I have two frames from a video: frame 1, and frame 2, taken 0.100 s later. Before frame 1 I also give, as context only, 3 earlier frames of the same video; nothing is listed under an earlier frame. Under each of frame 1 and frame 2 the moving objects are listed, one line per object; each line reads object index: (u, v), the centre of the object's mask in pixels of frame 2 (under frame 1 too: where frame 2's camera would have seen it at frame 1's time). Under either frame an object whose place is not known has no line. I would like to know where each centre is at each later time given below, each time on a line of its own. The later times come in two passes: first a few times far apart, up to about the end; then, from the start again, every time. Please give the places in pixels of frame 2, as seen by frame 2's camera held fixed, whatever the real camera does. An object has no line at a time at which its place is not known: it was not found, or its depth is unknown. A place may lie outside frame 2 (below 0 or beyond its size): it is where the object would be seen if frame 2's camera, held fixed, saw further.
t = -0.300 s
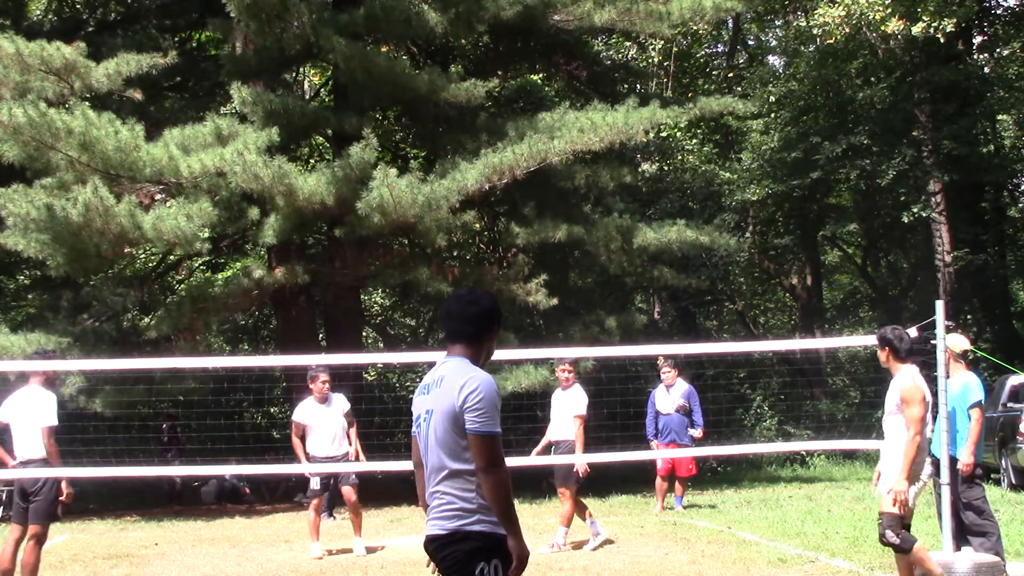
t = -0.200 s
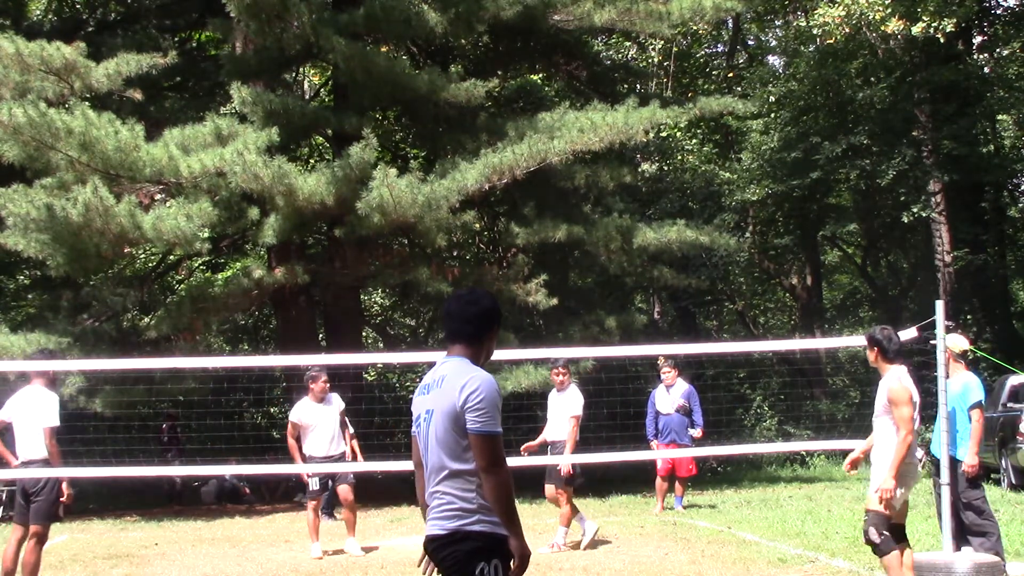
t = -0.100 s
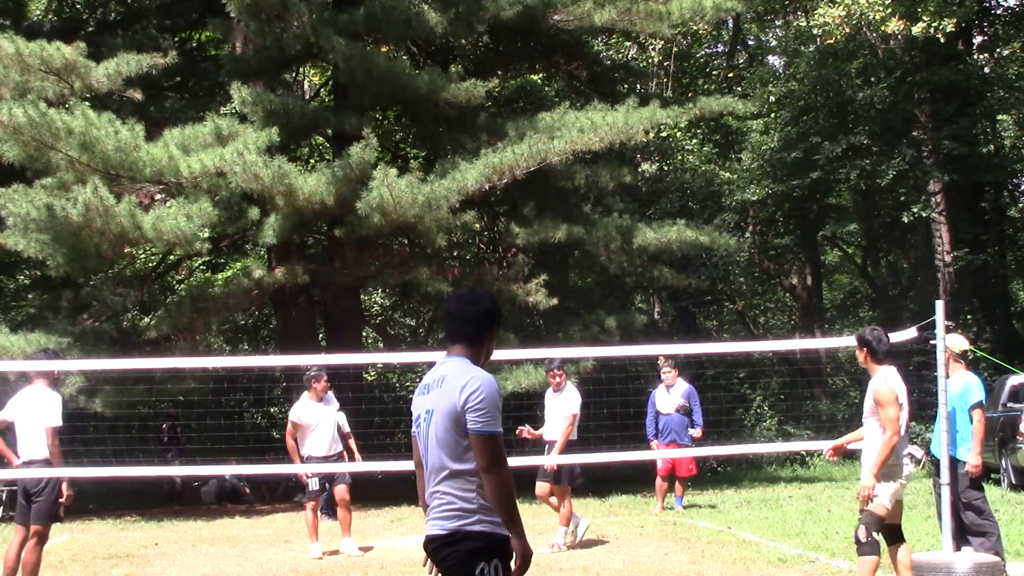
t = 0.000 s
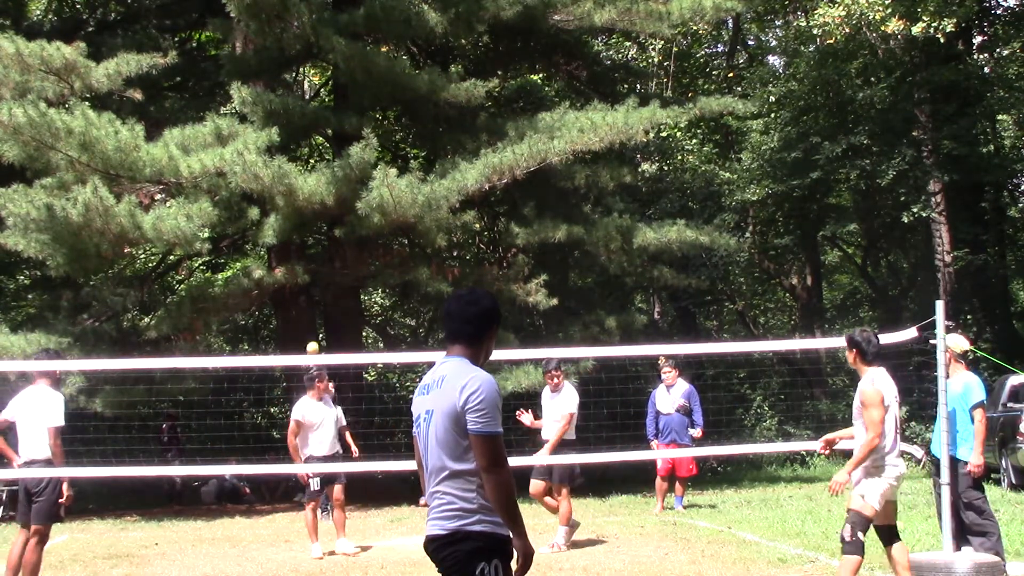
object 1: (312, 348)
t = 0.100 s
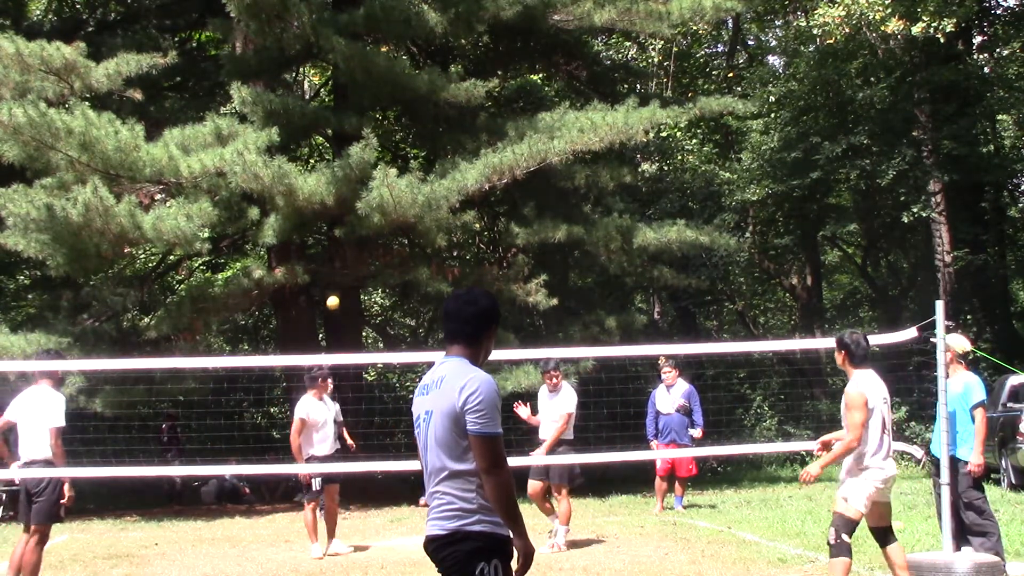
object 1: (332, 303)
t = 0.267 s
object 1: (371, 240)
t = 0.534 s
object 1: (445, 182)
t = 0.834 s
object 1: (555, 208)
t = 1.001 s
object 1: (635, 281)
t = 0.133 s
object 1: (340, 289)
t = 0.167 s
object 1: (347, 275)
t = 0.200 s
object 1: (355, 263)
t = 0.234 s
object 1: (363, 251)
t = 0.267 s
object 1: (371, 240)
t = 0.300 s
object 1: (379, 230)
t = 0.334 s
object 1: (388, 220)
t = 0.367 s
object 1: (397, 212)
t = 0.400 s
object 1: (405, 203)
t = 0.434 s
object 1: (414, 196)
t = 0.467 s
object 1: (424, 190)
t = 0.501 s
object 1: (434, 186)
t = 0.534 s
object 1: (445, 182)
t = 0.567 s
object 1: (455, 180)
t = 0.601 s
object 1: (466, 179)
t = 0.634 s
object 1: (478, 179)
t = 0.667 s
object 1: (489, 180)
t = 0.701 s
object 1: (502, 183)
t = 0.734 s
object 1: (514, 187)
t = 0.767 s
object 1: (528, 192)
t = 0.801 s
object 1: (541, 199)
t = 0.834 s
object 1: (555, 208)
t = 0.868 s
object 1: (570, 218)
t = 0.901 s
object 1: (585, 231)
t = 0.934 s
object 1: (601, 245)
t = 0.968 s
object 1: (618, 262)
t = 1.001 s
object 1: (635, 281)
